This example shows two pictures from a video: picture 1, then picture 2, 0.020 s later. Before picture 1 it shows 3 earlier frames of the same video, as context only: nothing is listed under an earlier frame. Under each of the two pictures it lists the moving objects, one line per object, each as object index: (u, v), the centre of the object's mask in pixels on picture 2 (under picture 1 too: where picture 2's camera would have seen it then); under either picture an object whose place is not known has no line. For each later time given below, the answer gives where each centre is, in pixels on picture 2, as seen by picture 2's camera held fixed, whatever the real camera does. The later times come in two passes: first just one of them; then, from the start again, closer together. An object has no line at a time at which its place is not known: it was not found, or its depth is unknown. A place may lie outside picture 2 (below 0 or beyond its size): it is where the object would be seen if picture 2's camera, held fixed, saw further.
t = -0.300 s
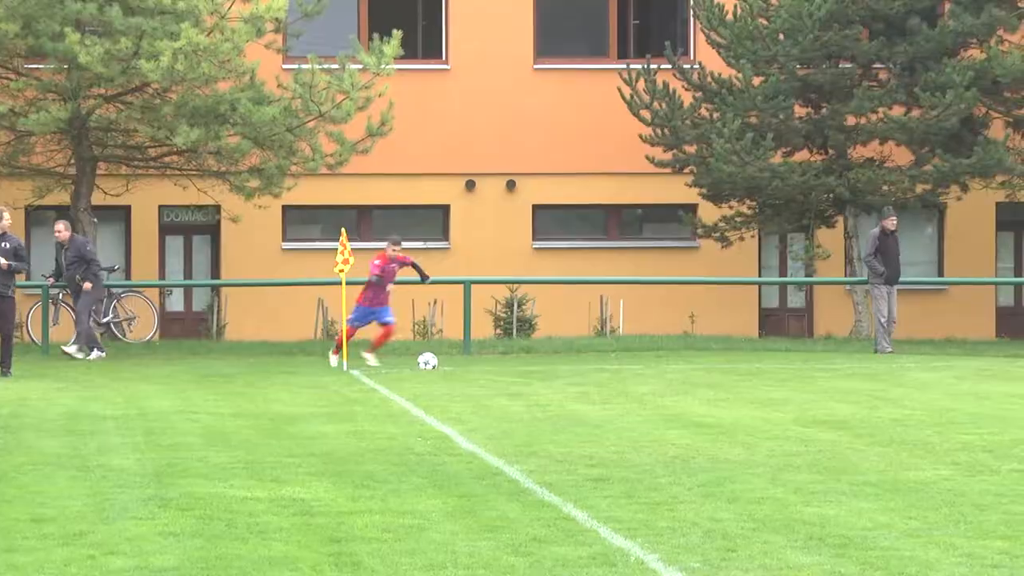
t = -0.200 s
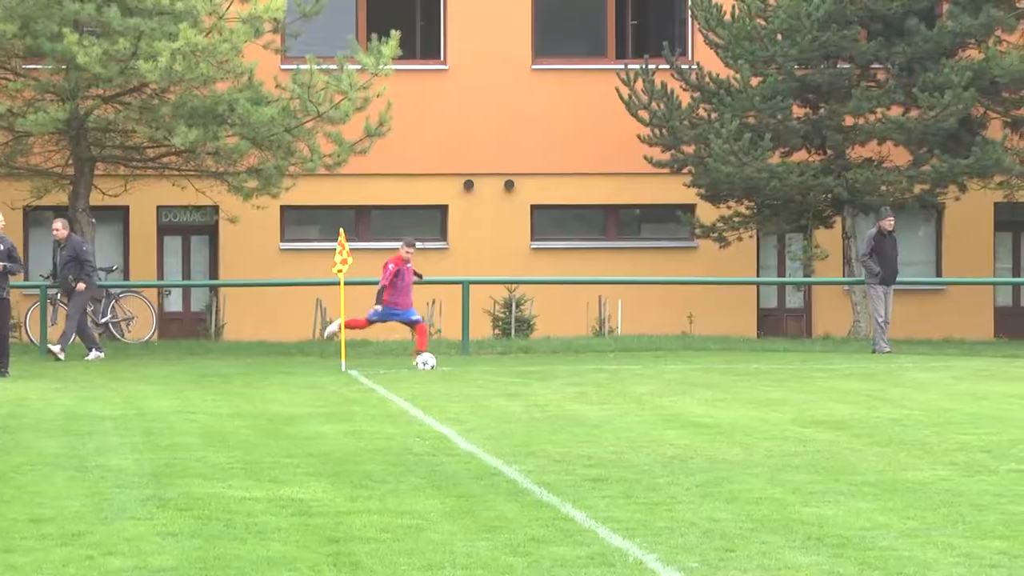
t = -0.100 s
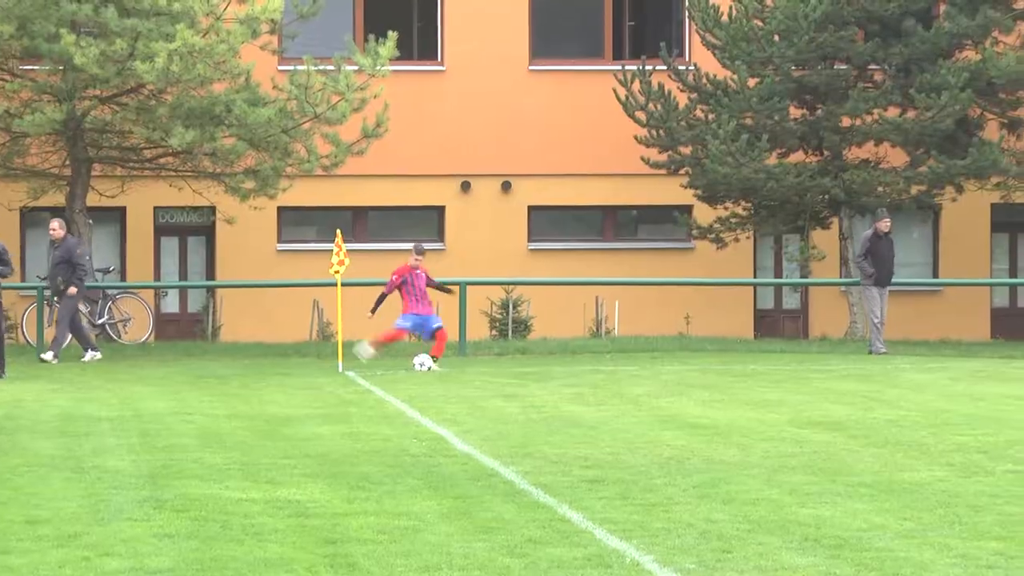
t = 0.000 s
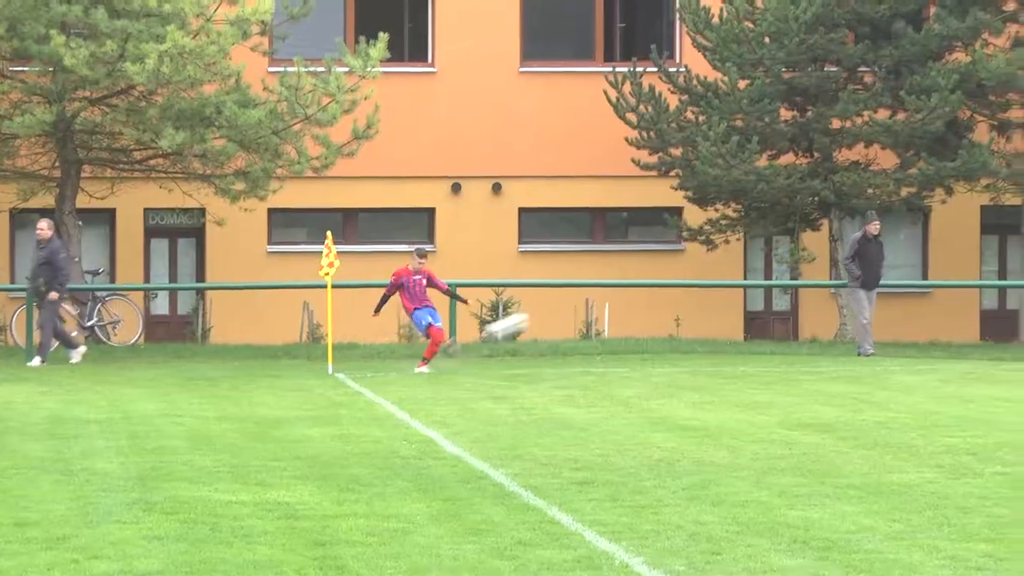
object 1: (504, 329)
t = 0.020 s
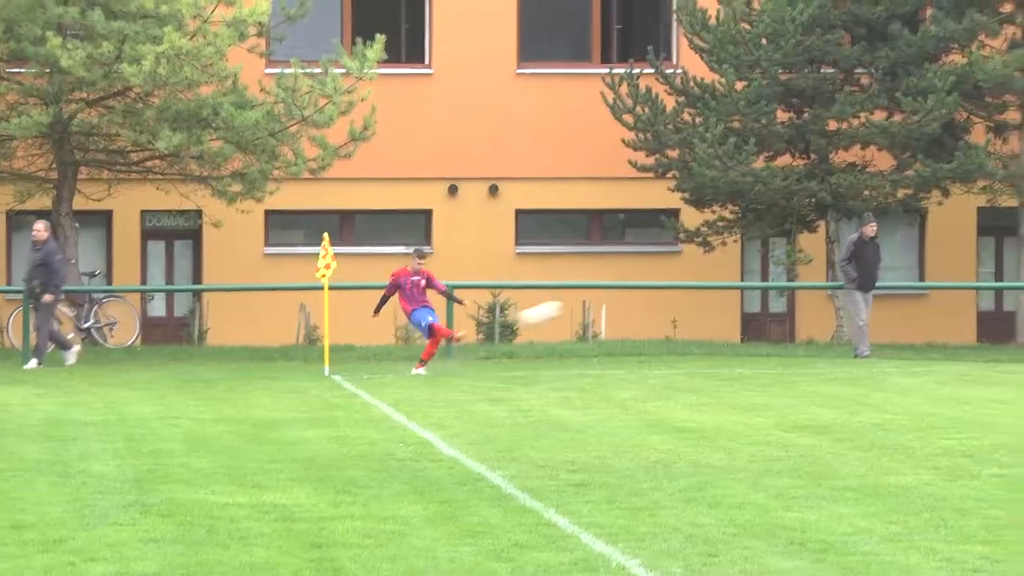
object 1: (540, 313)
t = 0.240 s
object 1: (952, 173)
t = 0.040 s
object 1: (577, 299)
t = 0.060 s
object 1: (615, 284)
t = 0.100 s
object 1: (686, 257)
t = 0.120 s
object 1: (724, 245)
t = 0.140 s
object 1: (760, 233)
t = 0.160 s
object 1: (797, 221)
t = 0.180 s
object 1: (835, 209)
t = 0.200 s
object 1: (874, 197)
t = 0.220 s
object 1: (913, 185)
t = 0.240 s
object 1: (952, 173)
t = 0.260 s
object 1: (992, 161)
